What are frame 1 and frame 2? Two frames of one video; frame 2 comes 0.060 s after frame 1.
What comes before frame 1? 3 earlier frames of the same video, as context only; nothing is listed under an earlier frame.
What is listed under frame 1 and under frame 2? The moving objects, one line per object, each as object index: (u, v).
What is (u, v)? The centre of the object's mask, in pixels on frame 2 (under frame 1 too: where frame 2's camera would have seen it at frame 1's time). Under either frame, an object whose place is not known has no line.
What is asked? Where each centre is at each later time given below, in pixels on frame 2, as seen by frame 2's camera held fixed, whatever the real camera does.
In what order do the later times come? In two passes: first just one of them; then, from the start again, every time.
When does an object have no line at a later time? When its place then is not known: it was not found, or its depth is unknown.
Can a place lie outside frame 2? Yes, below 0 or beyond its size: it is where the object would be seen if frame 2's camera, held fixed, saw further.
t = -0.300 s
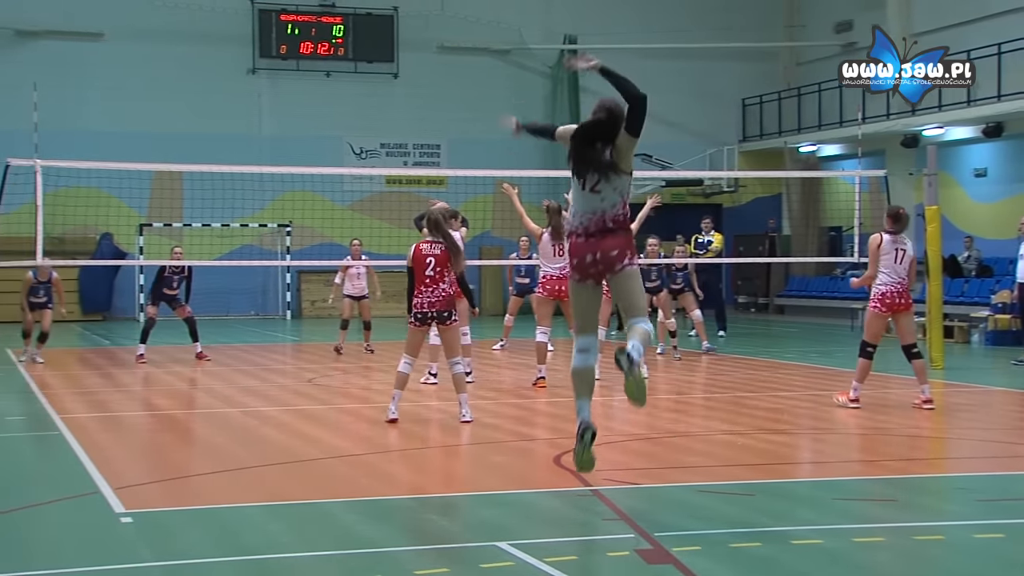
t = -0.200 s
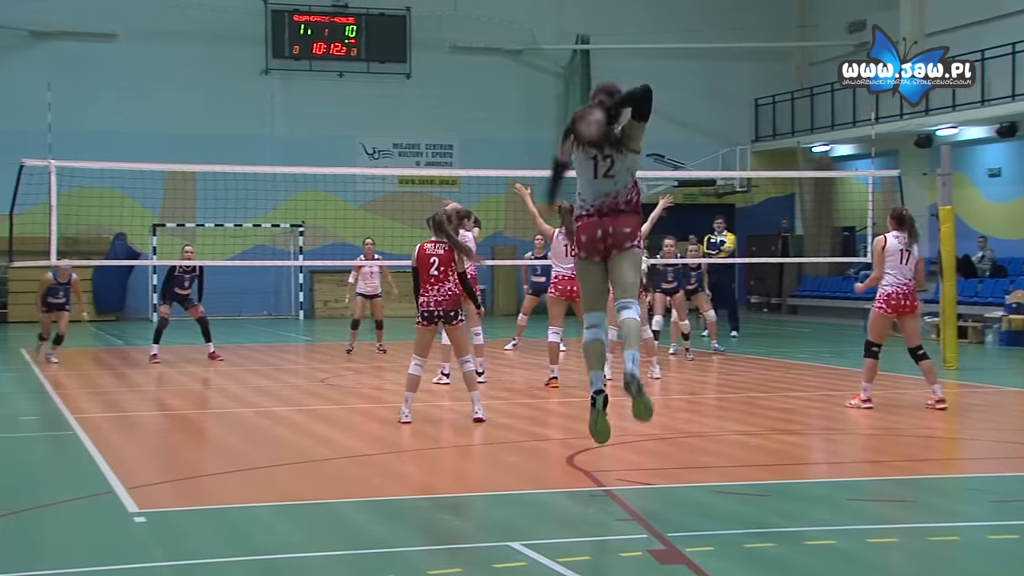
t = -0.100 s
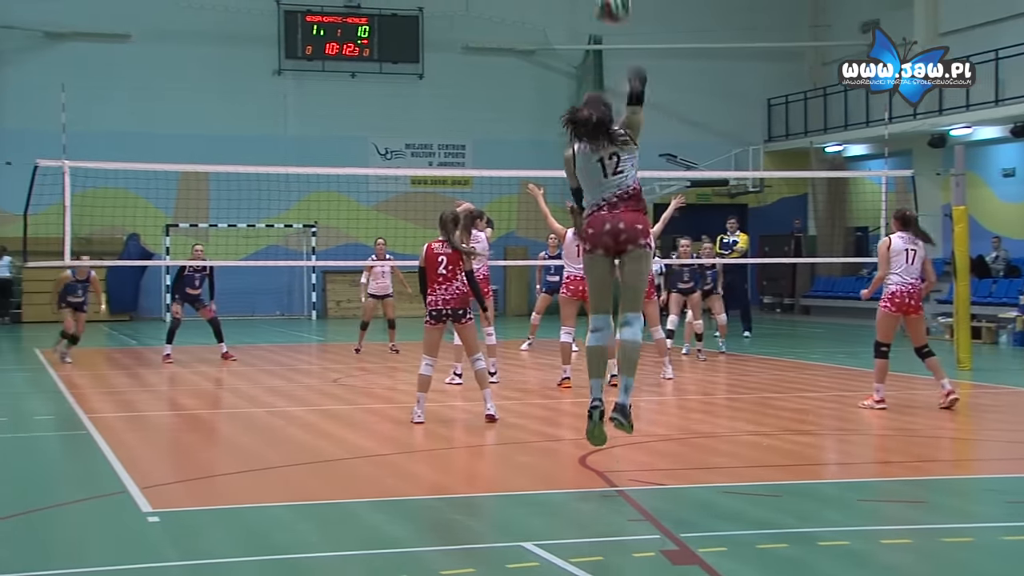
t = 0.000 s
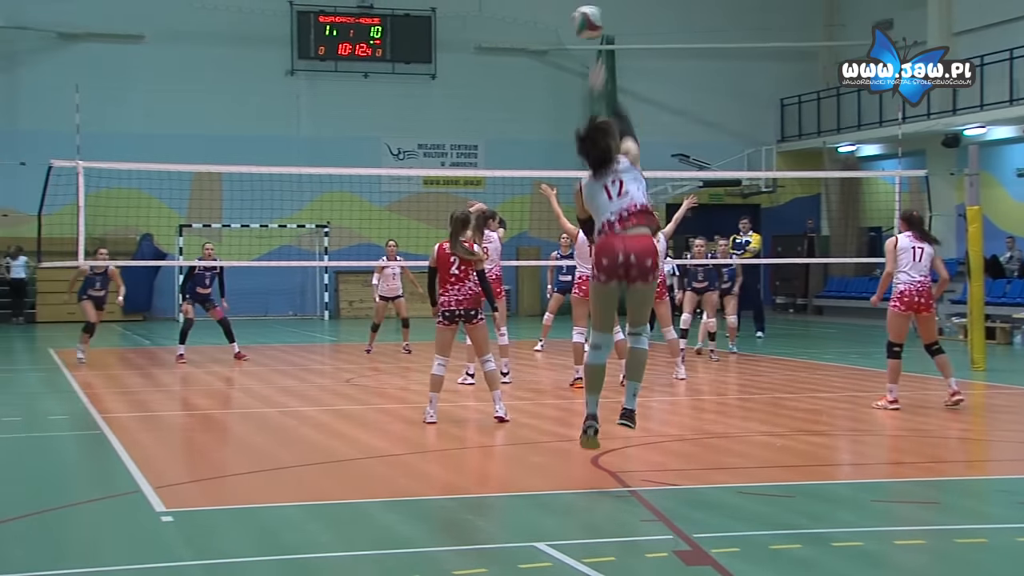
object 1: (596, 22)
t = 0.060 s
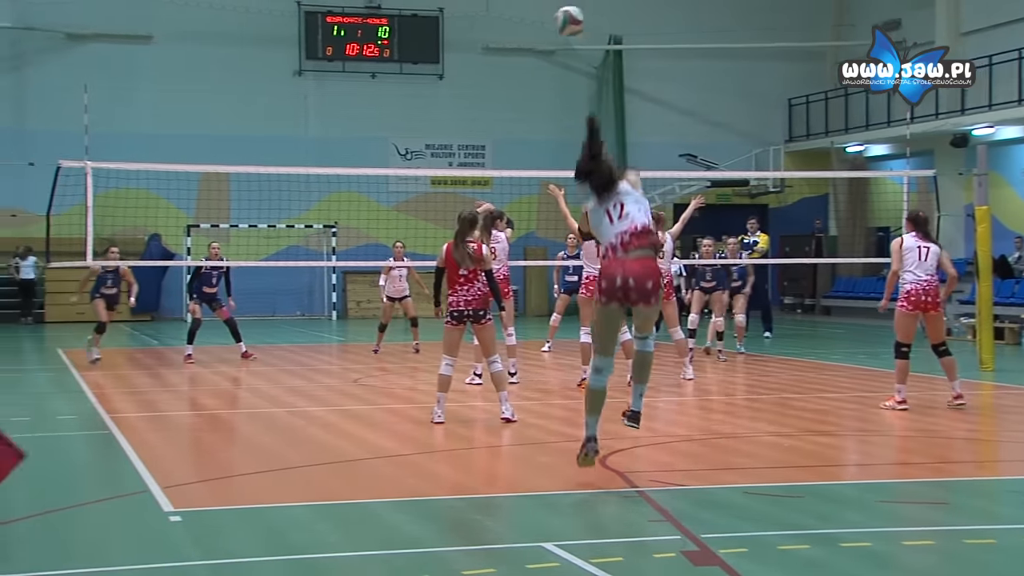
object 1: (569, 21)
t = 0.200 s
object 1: (533, 36)
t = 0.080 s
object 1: (562, 21)
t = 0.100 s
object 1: (556, 22)
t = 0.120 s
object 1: (551, 24)
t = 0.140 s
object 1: (546, 26)
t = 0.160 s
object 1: (541, 29)
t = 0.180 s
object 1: (538, 32)
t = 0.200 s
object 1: (533, 36)
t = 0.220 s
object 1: (529, 40)
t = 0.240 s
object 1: (526, 44)
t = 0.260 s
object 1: (521, 49)
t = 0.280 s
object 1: (518, 55)
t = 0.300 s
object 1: (515, 60)
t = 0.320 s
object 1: (511, 66)
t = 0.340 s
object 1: (508, 71)
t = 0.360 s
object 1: (504, 78)
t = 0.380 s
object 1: (501, 84)
